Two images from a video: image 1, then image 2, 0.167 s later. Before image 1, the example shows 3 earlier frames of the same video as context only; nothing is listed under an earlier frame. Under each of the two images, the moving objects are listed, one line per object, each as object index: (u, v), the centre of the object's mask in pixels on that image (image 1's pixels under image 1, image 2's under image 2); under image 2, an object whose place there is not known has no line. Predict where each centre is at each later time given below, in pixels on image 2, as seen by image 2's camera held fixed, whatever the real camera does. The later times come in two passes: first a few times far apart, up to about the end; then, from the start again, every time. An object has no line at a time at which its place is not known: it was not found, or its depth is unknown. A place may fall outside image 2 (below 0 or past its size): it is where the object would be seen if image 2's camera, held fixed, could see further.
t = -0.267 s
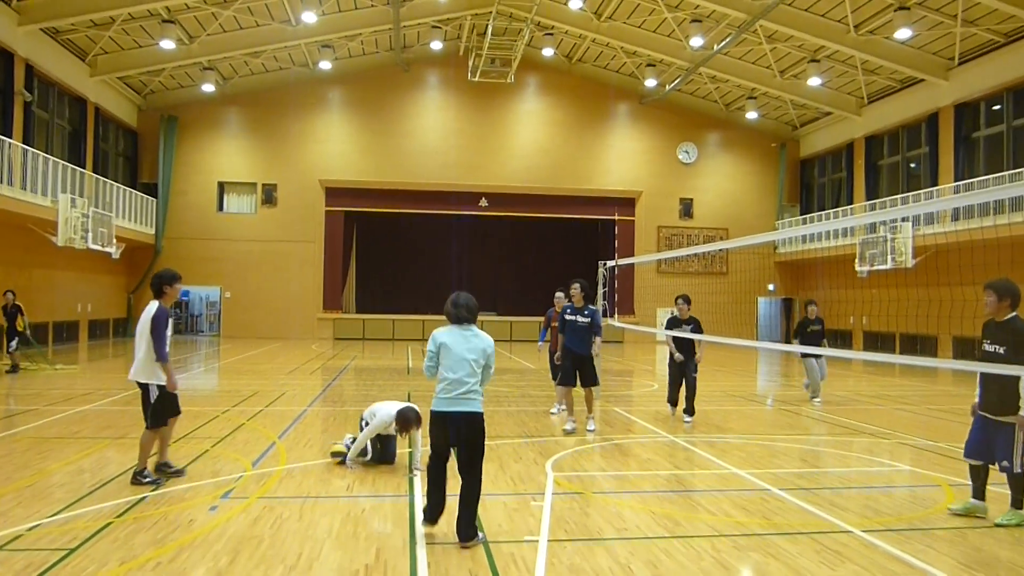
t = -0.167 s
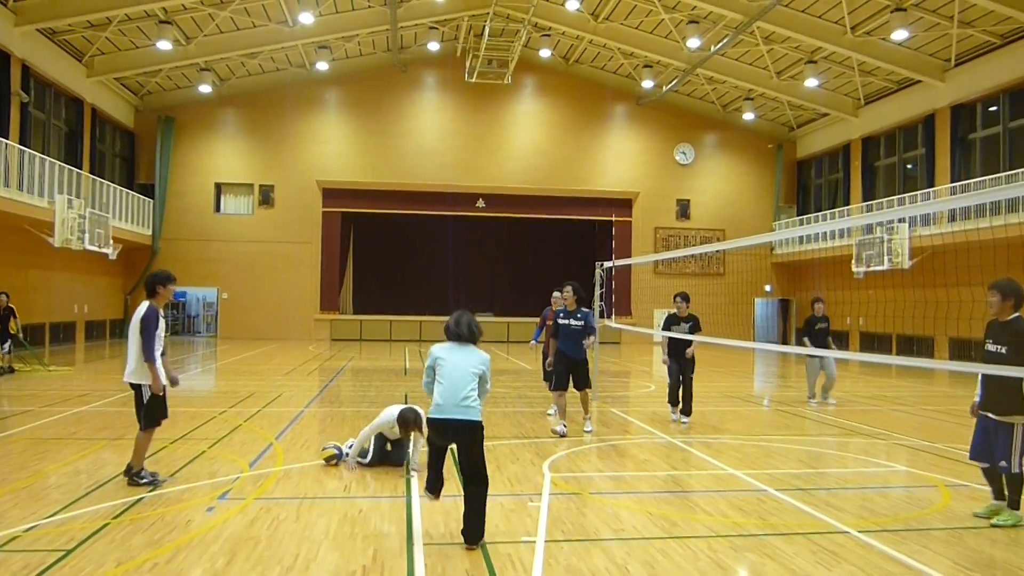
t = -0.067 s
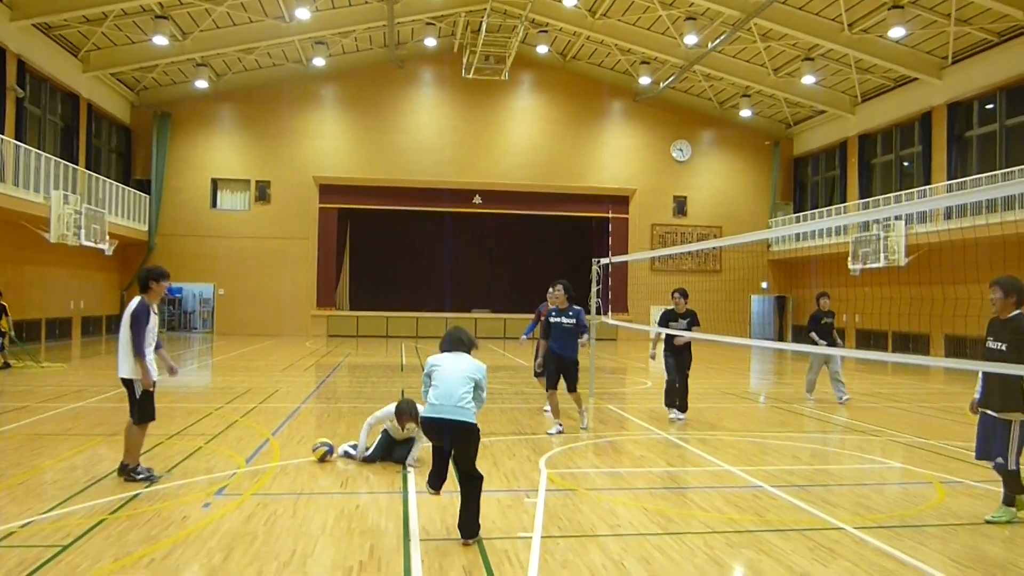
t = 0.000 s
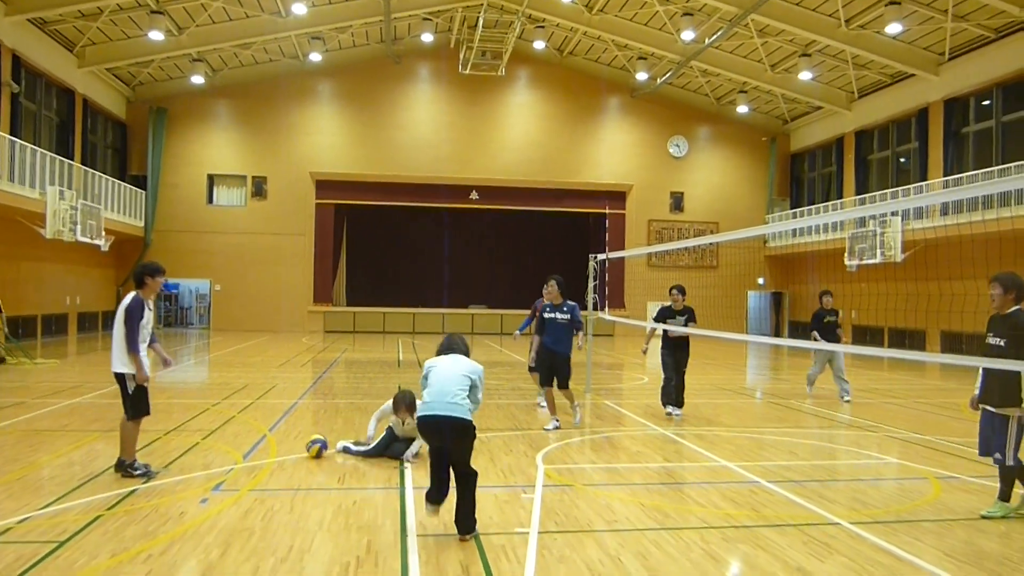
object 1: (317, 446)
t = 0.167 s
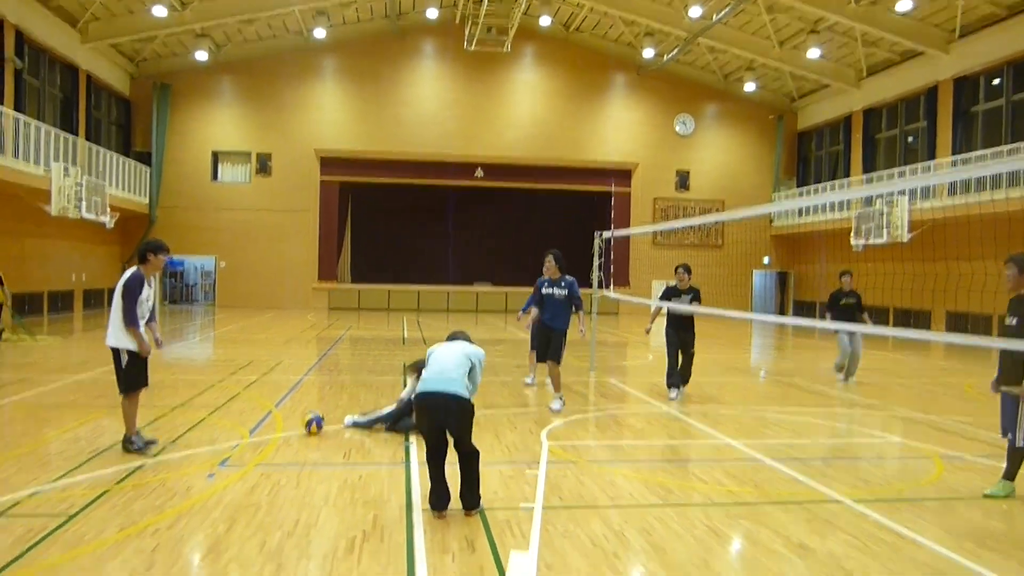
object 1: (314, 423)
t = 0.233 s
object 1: (310, 423)
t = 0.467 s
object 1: (298, 424)
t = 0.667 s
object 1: (288, 425)
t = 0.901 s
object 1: (277, 426)
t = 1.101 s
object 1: (268, 427)
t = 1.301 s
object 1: (258, 428)
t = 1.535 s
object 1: (247, 430)
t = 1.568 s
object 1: (245, 431)
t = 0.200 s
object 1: (312, 423)
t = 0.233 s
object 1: (310, 423)
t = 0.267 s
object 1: (308, 422)
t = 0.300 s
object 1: (306, 423)
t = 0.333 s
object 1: (305, 423)
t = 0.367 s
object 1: (303, 424)
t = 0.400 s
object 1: (302, 423)
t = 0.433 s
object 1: (300, 423)
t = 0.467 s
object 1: (298, 424)
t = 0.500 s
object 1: (297, 424)
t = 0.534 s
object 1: (295, 424)
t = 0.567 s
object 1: (293, 424)
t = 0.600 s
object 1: (292, 424)
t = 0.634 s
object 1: (290, 425)
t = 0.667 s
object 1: (288, 425)
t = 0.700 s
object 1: (287, 425)
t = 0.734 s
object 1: (285, 425)
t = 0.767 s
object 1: (284, 425)
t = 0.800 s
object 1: (282, 425)
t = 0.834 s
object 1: (281, 426)
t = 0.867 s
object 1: (279, 426)
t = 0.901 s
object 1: (277, 426)
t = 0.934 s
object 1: (276, 426)
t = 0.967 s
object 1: (274, 427)
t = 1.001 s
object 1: (273, 427)
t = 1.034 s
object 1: (271, 427)
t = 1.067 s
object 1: (269, 428)
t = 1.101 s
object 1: (268, 427)
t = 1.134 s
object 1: (266, 428)
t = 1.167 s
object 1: (264, 428)
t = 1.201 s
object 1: (262, 429)
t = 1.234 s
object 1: (261, 429)
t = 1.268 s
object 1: (260, 428)
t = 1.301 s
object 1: (258, 428)
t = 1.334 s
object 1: (257, 429)
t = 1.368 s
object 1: (255, 429)
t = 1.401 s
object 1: (254, 429)
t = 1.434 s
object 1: (252, 429)
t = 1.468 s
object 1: (251, 429)
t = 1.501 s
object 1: (249, 429)
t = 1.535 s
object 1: (247, 430)
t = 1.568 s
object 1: (245, 431)
